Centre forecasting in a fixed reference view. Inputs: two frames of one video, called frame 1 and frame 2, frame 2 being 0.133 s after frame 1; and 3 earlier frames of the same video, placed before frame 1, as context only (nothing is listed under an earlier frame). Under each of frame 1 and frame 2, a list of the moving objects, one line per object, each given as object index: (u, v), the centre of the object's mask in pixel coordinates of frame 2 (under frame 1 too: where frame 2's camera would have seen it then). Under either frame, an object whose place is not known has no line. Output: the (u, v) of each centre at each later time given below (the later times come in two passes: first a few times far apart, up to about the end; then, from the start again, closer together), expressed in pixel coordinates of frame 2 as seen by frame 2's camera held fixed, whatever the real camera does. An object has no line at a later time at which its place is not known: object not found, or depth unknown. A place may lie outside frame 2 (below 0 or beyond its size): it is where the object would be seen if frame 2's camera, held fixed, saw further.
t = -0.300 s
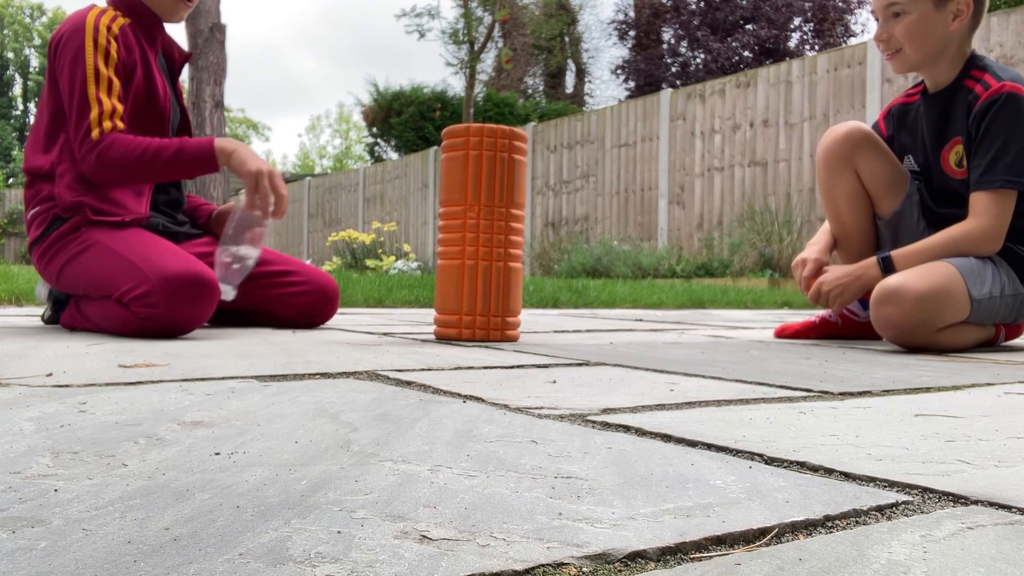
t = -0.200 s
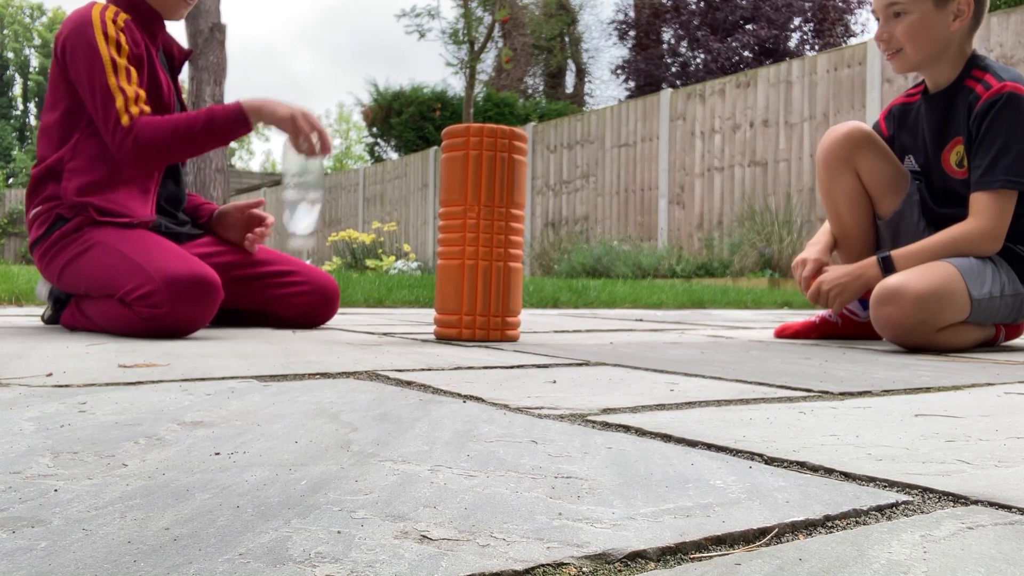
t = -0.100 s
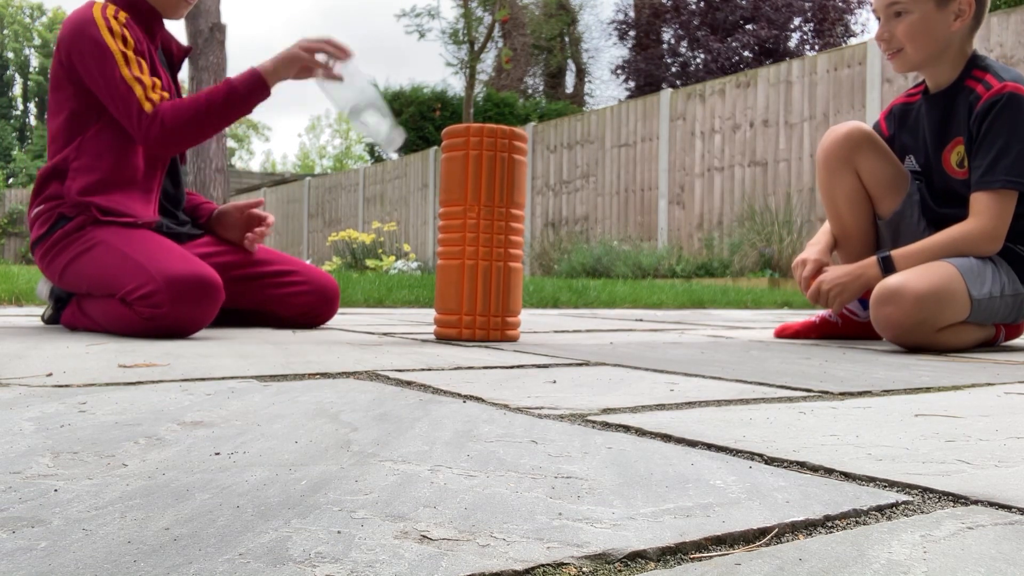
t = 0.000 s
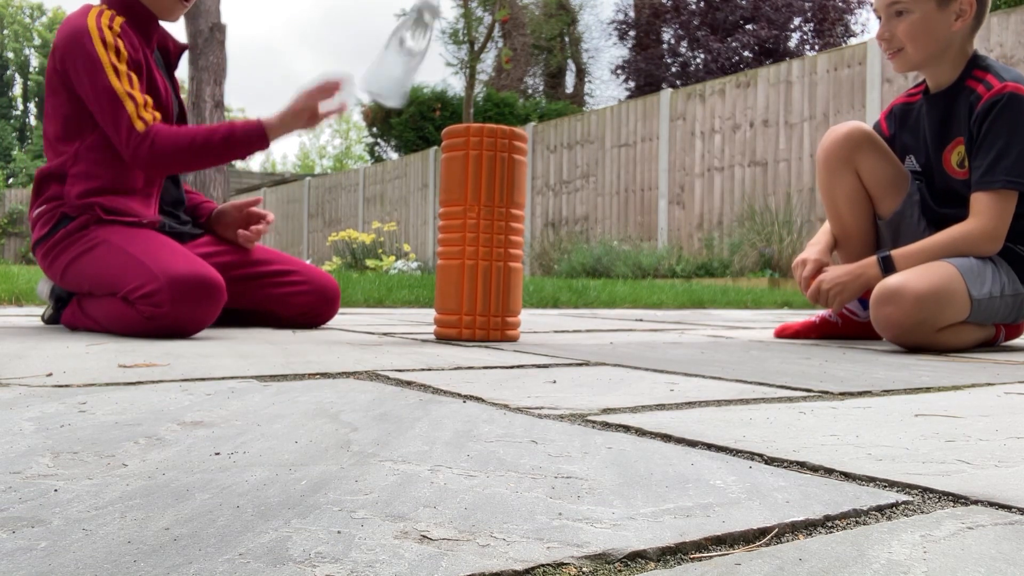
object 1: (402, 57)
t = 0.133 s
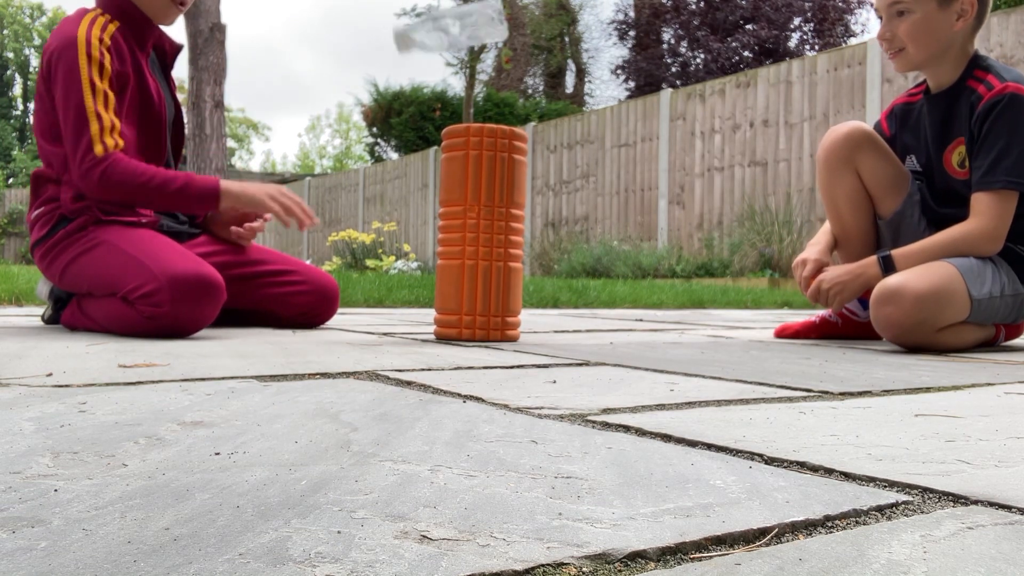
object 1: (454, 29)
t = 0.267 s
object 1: (499, 99)
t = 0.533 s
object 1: (533, 114)
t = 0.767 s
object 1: (607, 300)
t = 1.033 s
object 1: (630, 322)
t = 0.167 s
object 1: (466, 45)
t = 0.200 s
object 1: (478, 70)
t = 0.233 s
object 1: (490, 81)
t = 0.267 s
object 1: (499, 99)
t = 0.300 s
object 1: (507, 113)
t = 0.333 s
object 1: (512, 110)
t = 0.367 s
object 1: (517, 109)
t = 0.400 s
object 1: (520, 108)
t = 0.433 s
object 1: (522, 107)
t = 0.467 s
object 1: (524, 107)
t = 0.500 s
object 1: (528, 108)
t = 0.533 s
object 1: (533, 114)
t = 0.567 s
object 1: (542, 123)
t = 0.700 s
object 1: (580, 248)
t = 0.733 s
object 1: (591, 292)
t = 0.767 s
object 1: (607, 300)
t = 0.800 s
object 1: (617, 311)
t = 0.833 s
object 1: (626, 323)
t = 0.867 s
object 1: (627, 319)
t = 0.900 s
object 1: (630, 322)
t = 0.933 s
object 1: (628, 322)
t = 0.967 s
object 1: (628, 322)
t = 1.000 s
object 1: (629, 322)
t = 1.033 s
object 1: (630, 322)
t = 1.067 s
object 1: (630, 322)
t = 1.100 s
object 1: (631, 322)
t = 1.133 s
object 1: (635, 321)
